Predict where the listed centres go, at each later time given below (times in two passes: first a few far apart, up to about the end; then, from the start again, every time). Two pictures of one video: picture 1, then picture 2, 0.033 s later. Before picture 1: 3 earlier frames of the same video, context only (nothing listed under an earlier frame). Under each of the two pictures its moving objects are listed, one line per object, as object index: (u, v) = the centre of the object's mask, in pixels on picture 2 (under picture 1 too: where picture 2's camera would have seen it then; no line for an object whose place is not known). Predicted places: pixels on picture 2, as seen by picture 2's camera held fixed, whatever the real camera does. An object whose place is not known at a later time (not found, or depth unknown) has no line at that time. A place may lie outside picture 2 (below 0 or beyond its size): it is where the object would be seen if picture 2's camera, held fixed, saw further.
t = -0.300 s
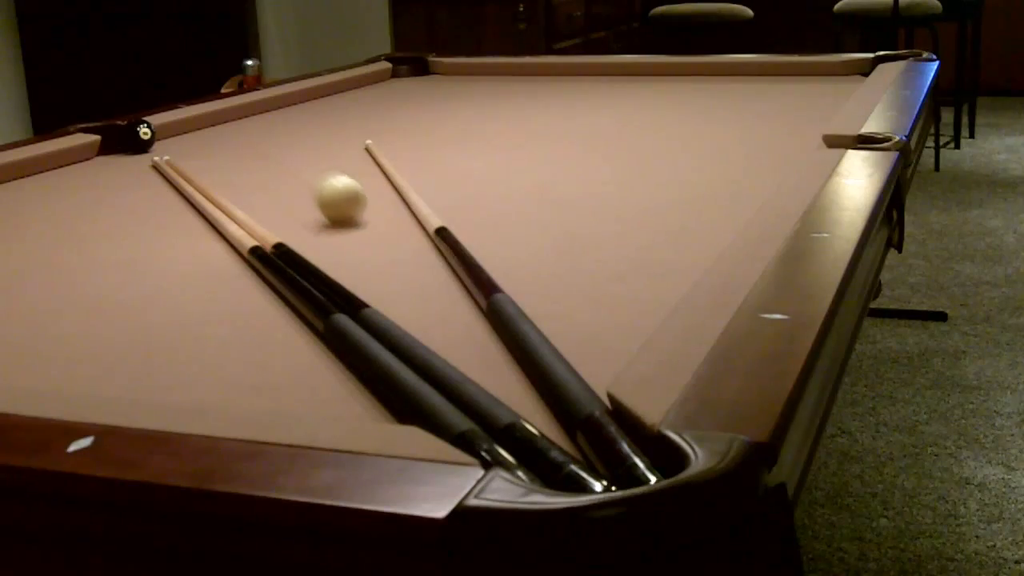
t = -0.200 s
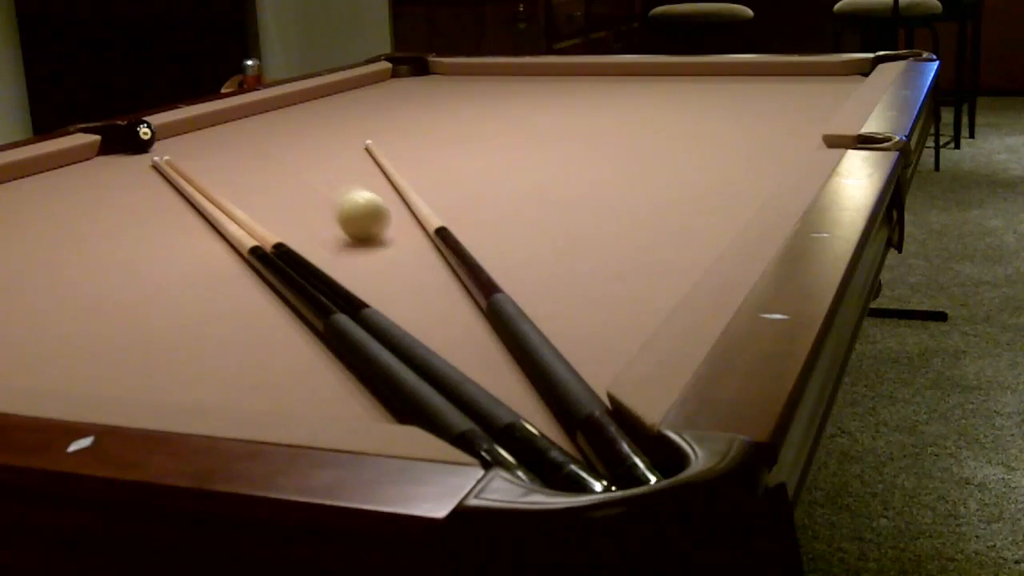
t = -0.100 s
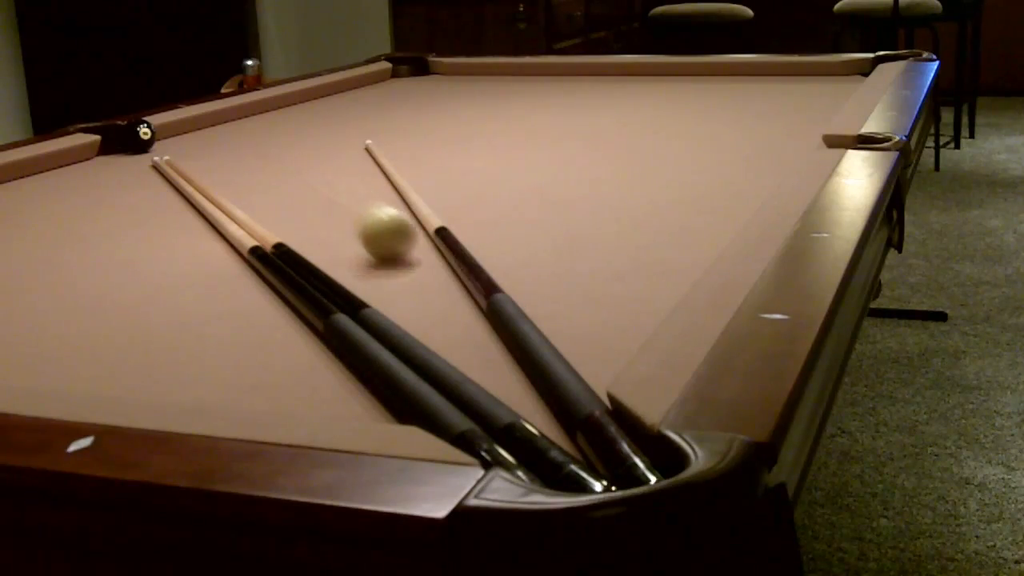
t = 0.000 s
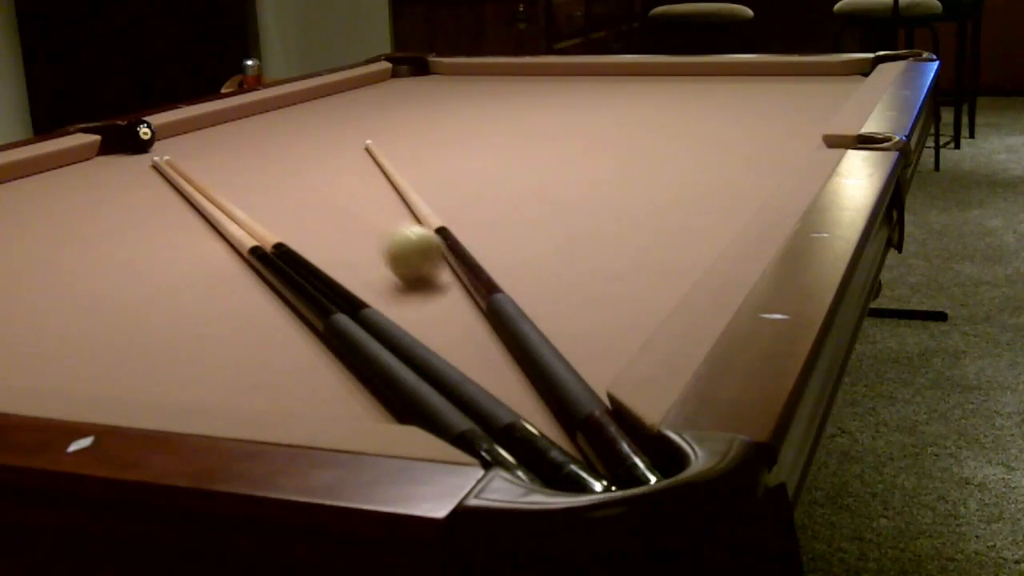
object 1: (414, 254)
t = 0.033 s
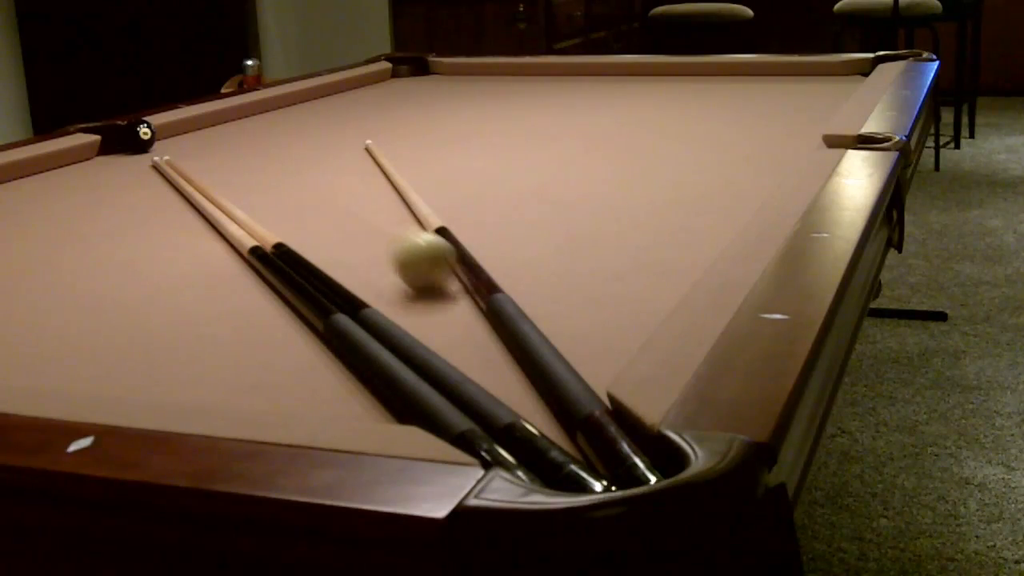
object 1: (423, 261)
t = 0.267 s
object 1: (473, 326)
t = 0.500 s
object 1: (538, 372)
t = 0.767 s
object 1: (629, 437)
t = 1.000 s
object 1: (561, 437)
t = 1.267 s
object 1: (517, 404)
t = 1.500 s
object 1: (480, 377)
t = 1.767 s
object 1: (441, 349)
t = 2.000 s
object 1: (410, 327)
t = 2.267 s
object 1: (377, 302)
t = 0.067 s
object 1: (432, 268)
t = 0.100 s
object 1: (445, 278)
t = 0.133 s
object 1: (450, 288)
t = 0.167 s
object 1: (455, 295)
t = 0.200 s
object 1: (460, 305)
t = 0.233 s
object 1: (466, 315)
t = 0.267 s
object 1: (473, 326)
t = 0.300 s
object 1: (479, 336)
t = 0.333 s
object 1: (490, 347)
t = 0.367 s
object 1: (500, 355)
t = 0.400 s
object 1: (510, 357)
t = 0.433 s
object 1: (519, 362)
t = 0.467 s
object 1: (528, 367)
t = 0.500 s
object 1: (538, 372)
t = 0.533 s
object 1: (549, 378)
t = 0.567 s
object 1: (560, 386)
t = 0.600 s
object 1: (571, 393)
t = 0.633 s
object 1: (582, 401)
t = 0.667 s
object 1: (596, 409)
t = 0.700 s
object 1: (608, 417)
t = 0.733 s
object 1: (620, 427)
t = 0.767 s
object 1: (629, 437)
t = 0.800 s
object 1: (625, 436)
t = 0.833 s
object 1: (616, 437)
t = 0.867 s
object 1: (601, 441)
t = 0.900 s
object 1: (585, 443)
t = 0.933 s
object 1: (576, 443)
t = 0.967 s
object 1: (566, 441)
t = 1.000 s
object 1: (561, 437)
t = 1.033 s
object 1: (555, 433)
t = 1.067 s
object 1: (549, 428)
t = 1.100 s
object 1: (544, 425)
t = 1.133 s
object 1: (538, 421)
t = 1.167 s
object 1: (533, 417)
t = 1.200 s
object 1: (528, 413)
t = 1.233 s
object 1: (523, 408)
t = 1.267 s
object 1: (517, 404)
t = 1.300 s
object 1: (511, 400)
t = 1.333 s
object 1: (506, 396)
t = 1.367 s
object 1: (501, 392)
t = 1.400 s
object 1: (496, 388)
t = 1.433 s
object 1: (490, 385)
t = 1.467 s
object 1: (485, 380)
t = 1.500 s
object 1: (480, 377)
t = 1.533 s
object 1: (475, 374)
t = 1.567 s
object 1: (470, 370)
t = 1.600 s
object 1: (465, 367)
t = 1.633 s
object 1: (460, 363)
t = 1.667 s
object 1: (455, 359)
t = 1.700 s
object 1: (450, 356)
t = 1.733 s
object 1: (446, 353)
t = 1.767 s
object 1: (441, 349)
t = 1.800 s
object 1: (437, 346)
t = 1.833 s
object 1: (432, 343)
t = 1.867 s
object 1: (428, 340)
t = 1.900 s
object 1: (423, 336)
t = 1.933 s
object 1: (419, 333)
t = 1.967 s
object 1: (415, 330)
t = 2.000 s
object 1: (410, 327)
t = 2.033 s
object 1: (406, 323)
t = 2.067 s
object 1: (402, 320)
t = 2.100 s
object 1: (398, 317)
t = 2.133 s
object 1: (394, 314)
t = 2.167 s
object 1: (390, 311)
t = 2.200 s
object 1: (386, 308)
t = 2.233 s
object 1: (381, 305)
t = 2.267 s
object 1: (377, 302)
